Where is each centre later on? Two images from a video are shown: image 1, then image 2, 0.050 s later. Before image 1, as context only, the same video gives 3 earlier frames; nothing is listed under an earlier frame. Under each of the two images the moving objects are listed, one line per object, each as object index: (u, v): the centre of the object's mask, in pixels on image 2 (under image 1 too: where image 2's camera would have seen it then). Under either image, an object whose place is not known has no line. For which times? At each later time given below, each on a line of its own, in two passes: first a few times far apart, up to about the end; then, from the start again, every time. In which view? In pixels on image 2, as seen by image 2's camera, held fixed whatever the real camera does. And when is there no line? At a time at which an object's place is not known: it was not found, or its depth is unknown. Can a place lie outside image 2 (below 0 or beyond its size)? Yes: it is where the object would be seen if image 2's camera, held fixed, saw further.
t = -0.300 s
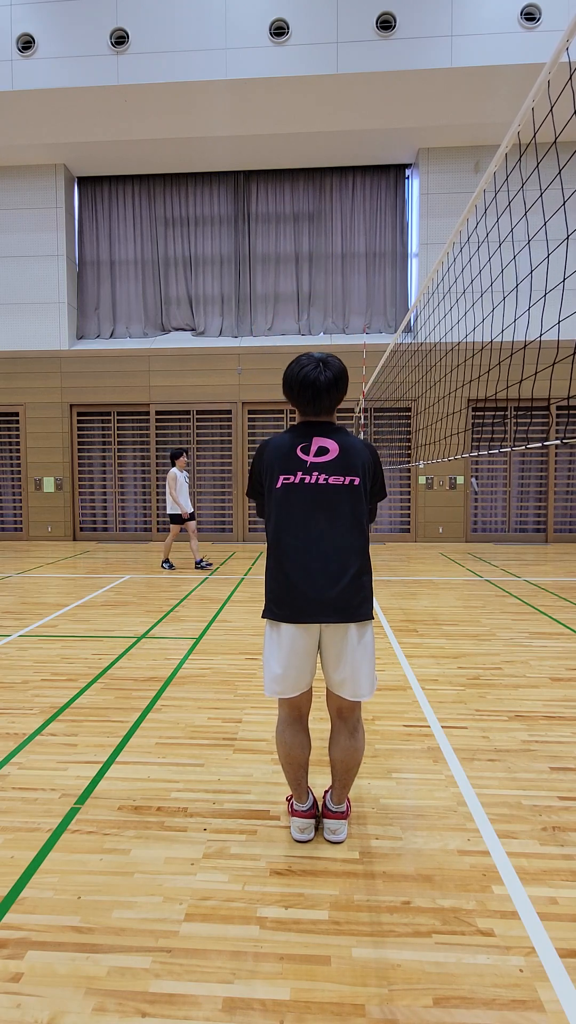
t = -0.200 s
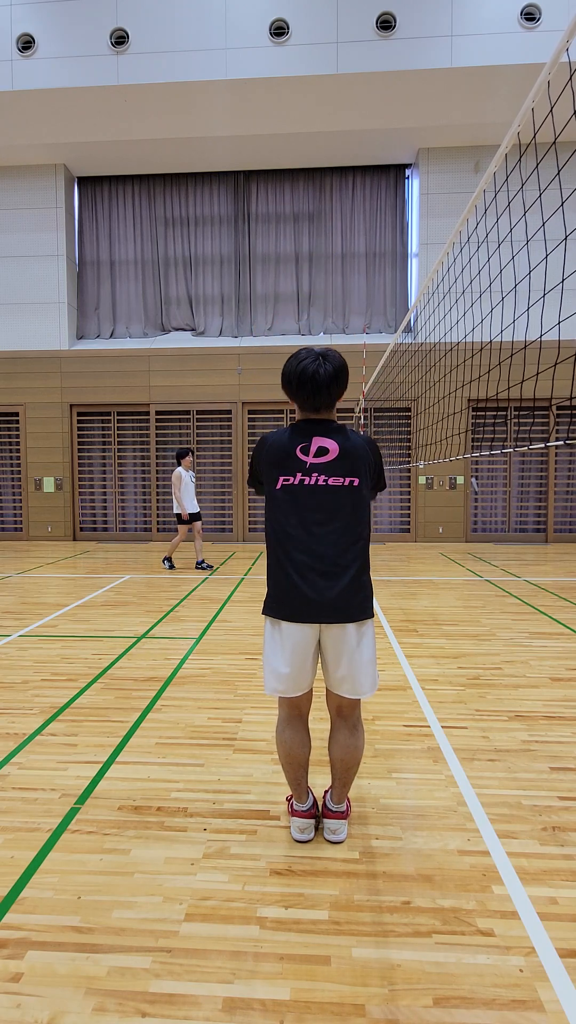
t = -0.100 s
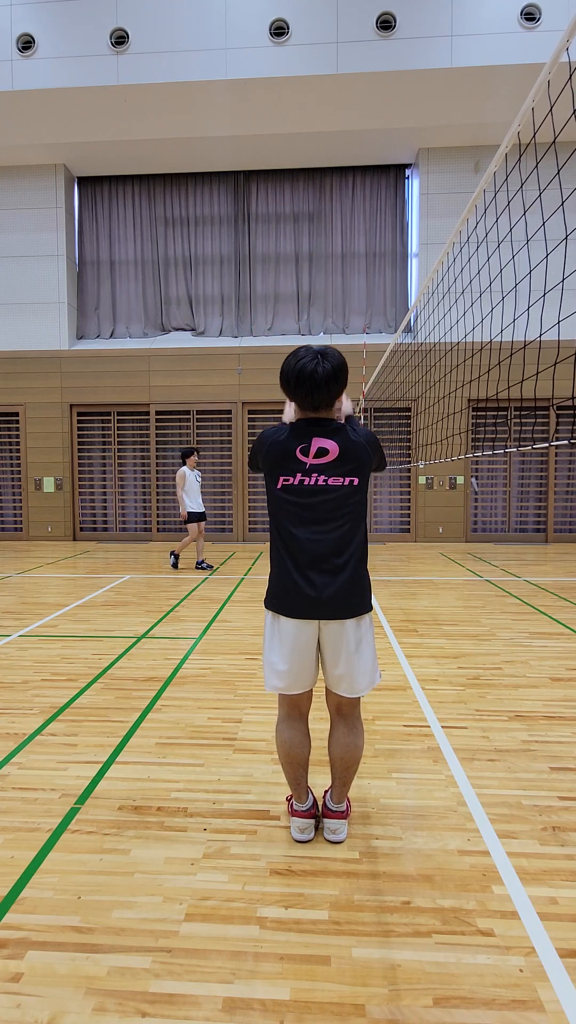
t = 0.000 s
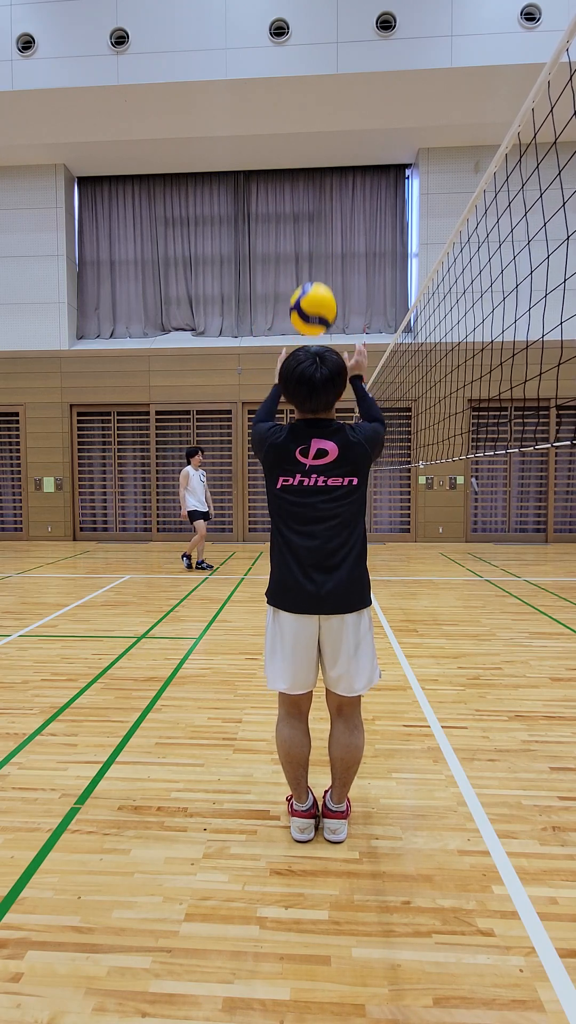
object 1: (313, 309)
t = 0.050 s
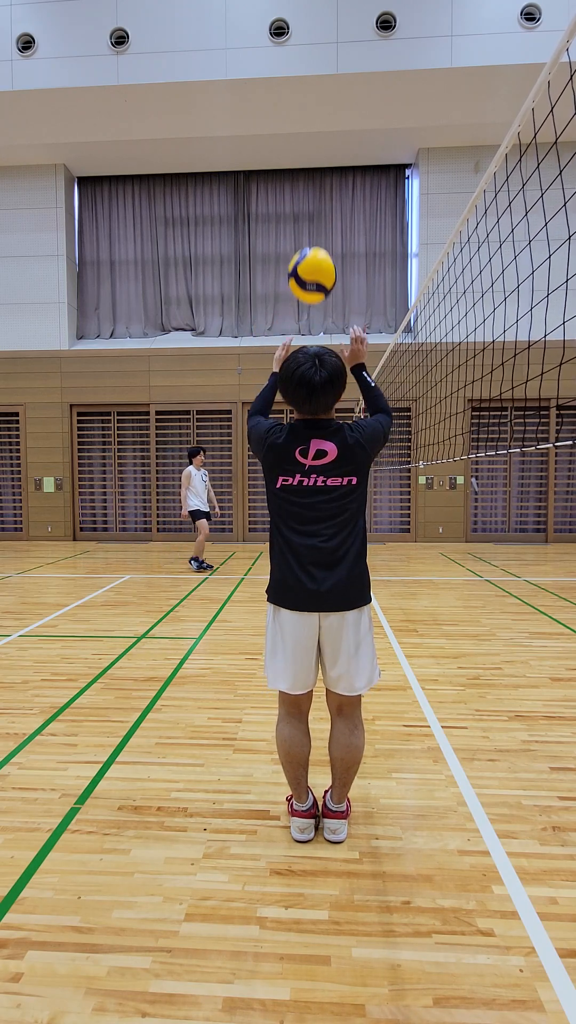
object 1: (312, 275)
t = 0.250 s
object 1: (307, 187)
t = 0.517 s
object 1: (300, 220)
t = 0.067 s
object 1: (311, 265)
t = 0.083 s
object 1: (311, 255)
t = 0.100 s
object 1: (310, 245)
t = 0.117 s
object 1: (310, 236)
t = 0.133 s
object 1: (310, 228)
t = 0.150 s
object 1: (309, 220)
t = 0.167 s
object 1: (309, 213)
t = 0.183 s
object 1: (309, 207)
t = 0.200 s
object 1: (308, 201)
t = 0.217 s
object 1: (308, 196)
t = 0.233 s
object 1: (308, 191)
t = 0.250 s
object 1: (307, 187)
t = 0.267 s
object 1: (307, 184)
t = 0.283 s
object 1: (307, 181)
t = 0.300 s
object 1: (306, 179)
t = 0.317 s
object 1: (306, 178)
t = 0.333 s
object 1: (305, 178)
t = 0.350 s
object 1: (305, 178)
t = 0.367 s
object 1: (304, 179)
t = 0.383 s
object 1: (304, 180)
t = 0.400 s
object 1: (304, 182)
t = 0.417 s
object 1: (303, 186)
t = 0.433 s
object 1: (303, 189)
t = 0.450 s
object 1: (302, 194)
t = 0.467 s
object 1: (302, 199)
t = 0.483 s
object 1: (302, 205)
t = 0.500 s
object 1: (301, 212)
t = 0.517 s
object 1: (300, 220)
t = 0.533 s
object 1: (300, 229)
